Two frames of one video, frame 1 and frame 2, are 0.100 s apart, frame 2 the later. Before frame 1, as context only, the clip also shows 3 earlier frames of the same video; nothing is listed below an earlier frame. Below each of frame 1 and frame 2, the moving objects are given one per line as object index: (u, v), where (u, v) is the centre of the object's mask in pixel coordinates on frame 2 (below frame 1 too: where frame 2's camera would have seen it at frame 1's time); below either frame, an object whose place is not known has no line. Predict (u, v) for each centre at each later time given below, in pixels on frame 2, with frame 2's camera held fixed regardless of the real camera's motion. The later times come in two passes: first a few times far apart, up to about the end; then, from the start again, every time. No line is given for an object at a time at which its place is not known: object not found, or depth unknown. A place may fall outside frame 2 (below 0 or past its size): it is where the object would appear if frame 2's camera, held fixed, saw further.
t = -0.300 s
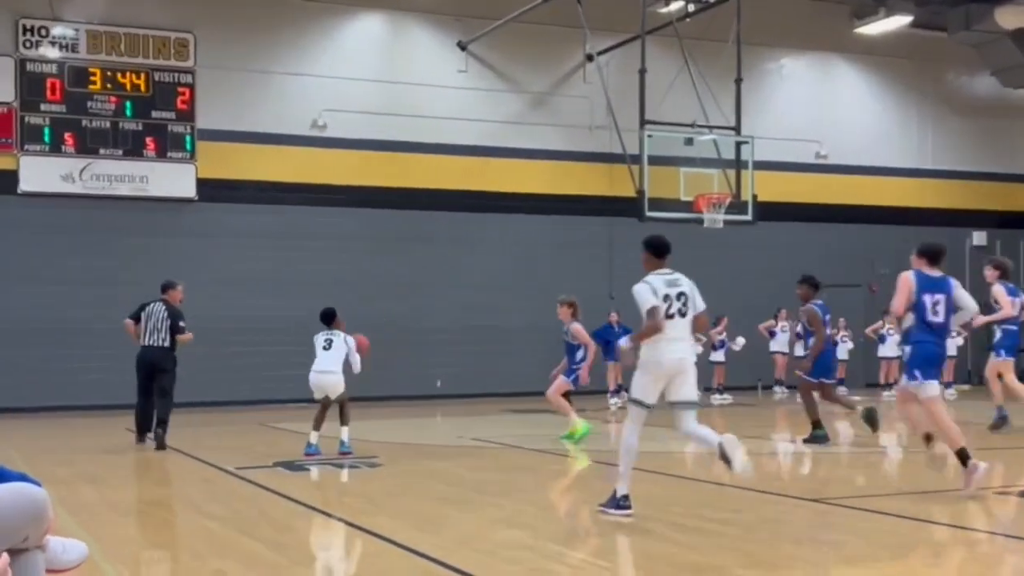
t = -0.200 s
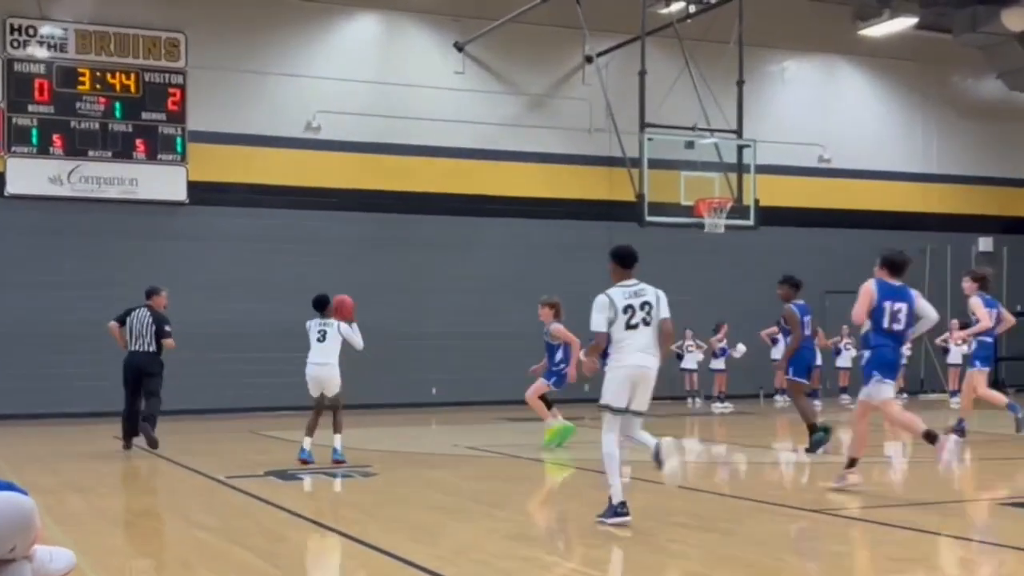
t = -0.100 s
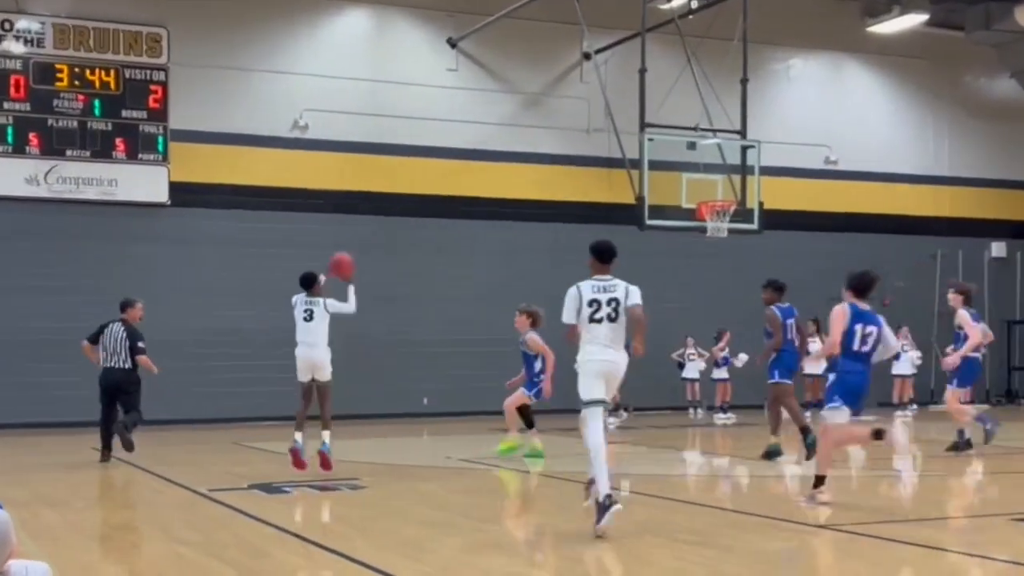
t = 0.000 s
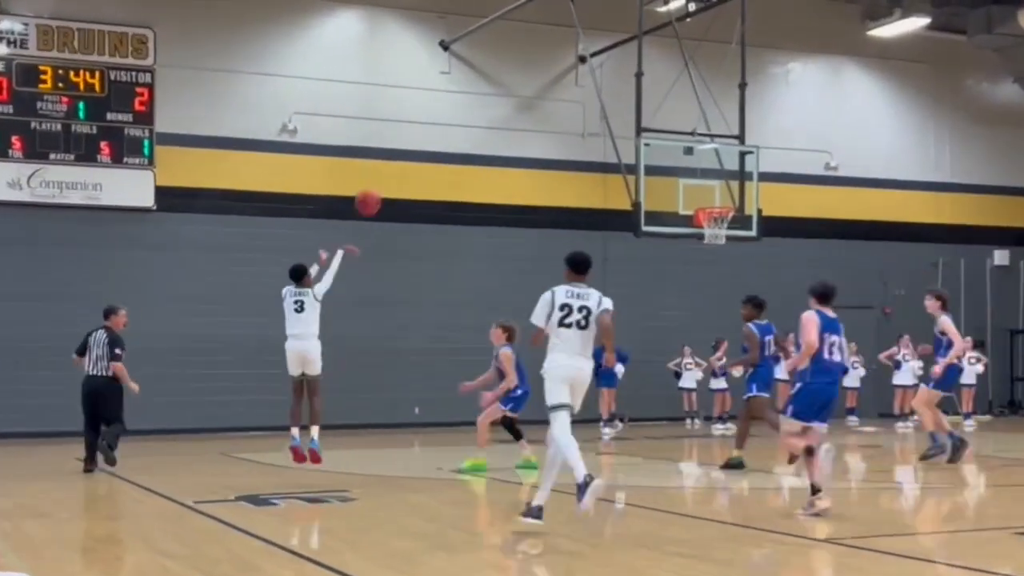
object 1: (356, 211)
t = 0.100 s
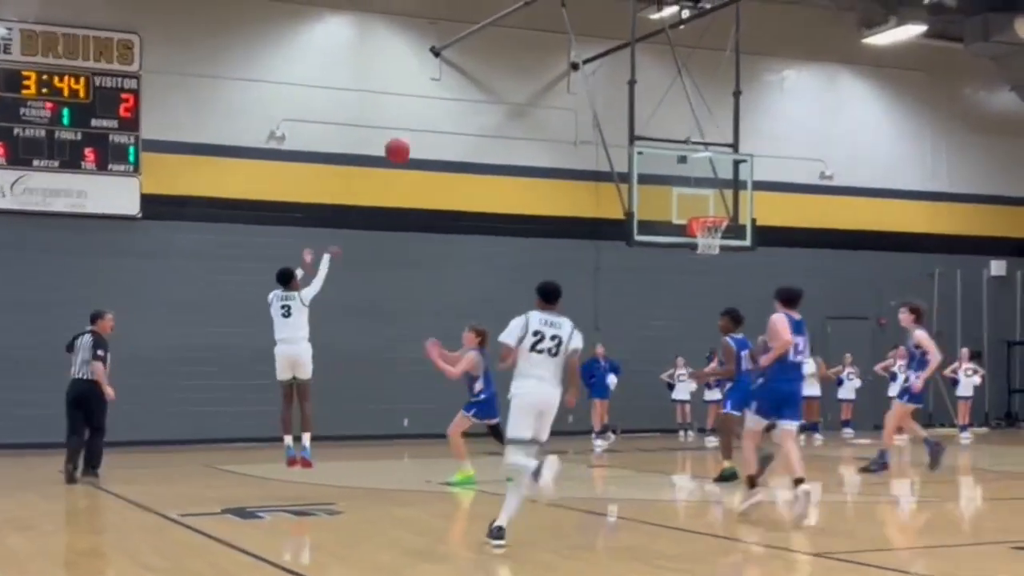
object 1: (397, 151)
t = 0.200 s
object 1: (434, 106)
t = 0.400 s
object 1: (501, 53)
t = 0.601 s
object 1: (559, 40)
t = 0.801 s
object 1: (611, 62)
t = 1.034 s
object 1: (664, 125)
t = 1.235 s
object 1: (704, 205)
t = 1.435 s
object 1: (716, 258)
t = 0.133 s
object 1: (409, 134)
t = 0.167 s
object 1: (422, 119)
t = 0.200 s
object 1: (434, 106)
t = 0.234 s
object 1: (446, 95)
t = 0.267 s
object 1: (457, 84)
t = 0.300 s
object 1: (469, 75)
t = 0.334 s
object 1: (480, 66)
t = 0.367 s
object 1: (491, 59)
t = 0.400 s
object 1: (501, 53)
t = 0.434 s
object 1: (511, 48)
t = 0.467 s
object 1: (521, 45)
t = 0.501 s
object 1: (532, 43)
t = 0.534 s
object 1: (541, 41)
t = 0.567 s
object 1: (550, 40)
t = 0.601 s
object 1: (559, 40)
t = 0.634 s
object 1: (568, 42)
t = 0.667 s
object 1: (577, 44)
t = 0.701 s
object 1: (585, 47)
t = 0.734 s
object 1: (593, 51)
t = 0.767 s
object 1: (603, 57)
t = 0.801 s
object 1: (611, 62)
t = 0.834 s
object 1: (618, 70)
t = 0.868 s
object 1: (627, 77)
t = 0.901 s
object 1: (634, 85)
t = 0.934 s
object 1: (642, 94)
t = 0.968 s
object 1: (650, 105)
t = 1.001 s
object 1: (657, 115)
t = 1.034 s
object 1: (664, 125)
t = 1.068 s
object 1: (671, 137)
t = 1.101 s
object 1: (678, 149)
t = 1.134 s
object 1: (685, 162)
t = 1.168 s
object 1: (692, 176)
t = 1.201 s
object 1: (698, 188)
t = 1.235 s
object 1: (704, 205)
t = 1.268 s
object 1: (711, 216)
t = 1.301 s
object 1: (715, 228)
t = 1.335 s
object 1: (715, 244)
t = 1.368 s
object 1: (716, 245)
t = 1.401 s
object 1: (716, 252)
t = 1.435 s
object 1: (716, 258)
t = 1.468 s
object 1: (716, 267)
